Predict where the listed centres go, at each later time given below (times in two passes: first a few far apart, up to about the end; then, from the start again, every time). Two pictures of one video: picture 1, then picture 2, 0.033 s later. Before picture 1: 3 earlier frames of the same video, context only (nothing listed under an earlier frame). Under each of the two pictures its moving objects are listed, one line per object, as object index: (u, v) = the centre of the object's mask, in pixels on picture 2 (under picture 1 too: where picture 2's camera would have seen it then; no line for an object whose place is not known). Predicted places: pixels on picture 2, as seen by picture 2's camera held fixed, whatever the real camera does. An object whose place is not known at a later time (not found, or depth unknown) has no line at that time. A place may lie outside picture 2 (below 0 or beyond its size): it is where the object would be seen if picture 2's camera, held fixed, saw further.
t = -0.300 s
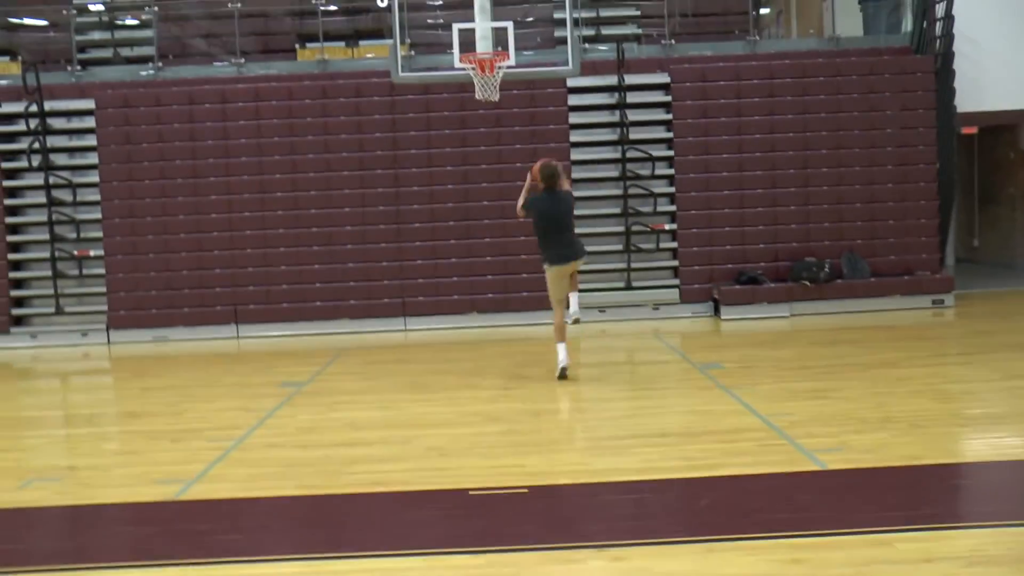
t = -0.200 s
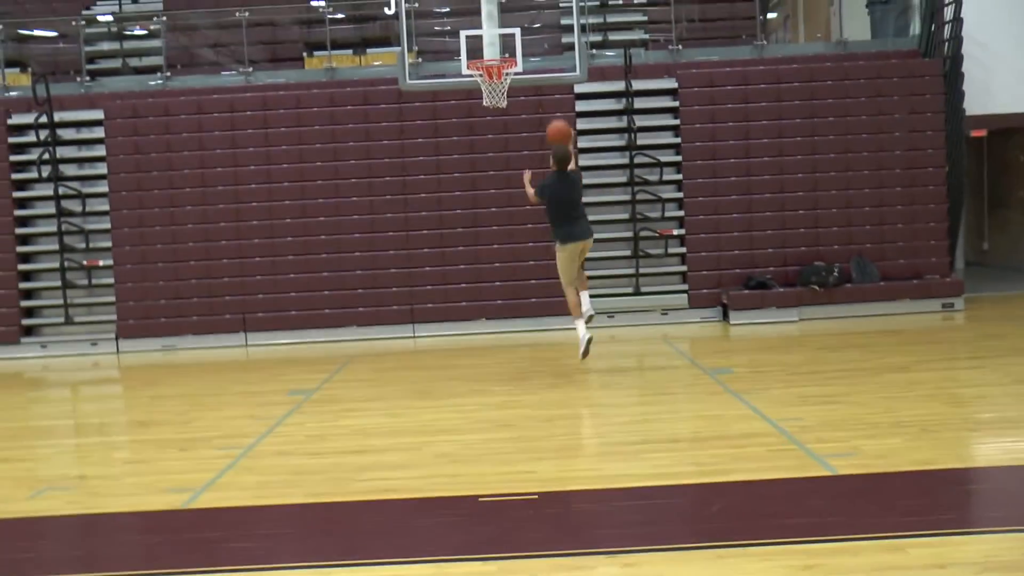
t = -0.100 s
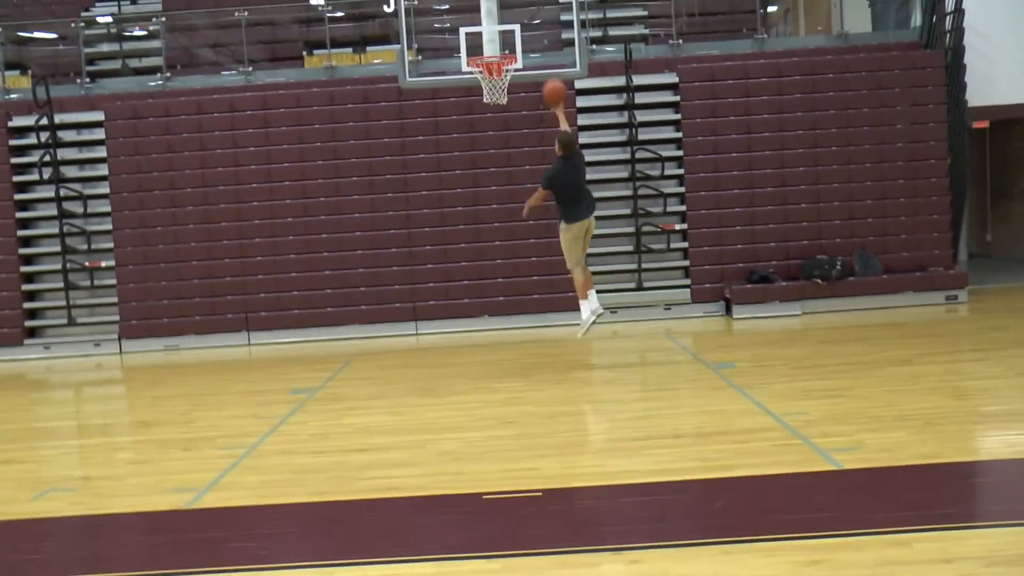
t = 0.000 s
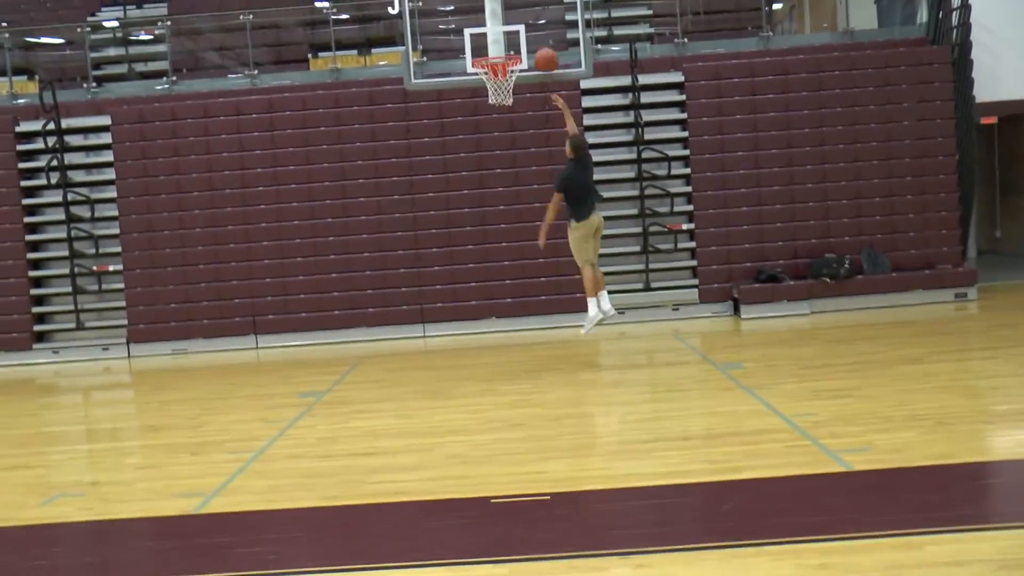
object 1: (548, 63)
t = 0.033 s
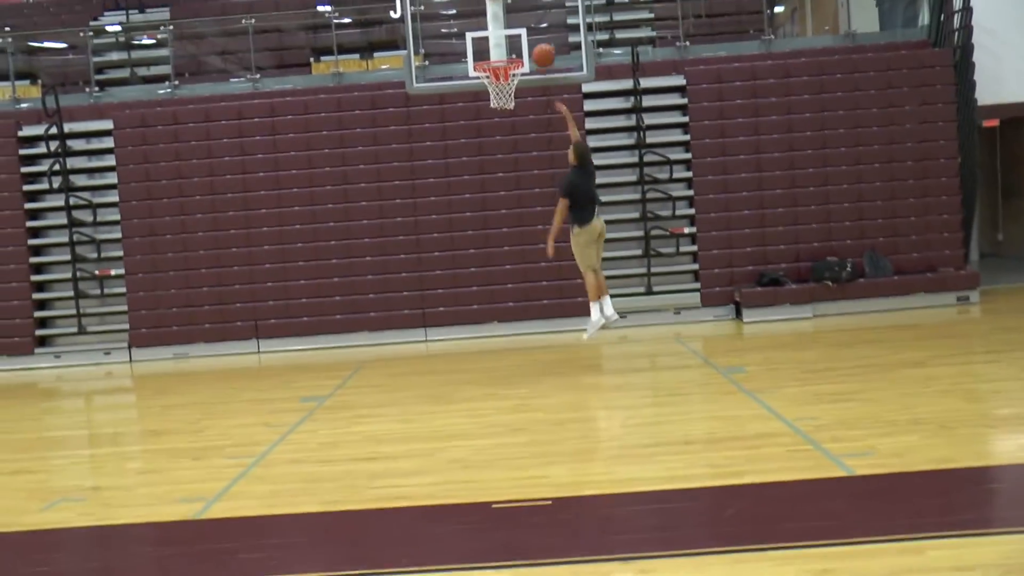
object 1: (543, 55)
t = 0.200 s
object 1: (526, 28)
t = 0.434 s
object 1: (508, 28)
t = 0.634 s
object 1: (496, 51)
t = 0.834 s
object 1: (495, 67)
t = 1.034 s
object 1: (501, 77)
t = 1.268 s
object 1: (505, 112)
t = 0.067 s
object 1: (540, 48)
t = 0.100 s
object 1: (537, 43)
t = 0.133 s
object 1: (532, 37)
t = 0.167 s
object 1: (529, 32)
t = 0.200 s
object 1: (526, 28)
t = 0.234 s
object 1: (523, 25)
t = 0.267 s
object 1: (520, 23)
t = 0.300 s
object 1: (517, 22)
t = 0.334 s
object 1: (515, 22)
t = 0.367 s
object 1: (512, 23)
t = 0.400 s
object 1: (511, 25)
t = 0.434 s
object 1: (508, 28)
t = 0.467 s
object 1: (506, 33)
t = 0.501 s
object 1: (503, 39)
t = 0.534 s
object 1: (501, 45)
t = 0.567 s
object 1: (498, 52)
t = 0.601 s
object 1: (497, 51)
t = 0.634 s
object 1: (496, 51)
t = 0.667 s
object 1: (495, 52)
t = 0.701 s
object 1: (494, 53)
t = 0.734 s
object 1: (493, 64)
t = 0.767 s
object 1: (495, 67)
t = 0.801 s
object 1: (495, 67)
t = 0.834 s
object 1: (495, 67)
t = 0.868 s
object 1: (497, 69)
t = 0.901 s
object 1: (498, 72)
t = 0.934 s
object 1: (499, 75)
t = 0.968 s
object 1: (500, 77)
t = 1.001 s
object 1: (500, 76)
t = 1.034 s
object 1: (501, 77)
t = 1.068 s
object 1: (502, 85)
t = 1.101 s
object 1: (503, 94)
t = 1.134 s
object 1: (503, 95)
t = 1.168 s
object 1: (504, 98)
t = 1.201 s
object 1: (504, 101)
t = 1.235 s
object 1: (505, 106)
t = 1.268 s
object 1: (505, 112)
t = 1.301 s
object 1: (506, 120)
